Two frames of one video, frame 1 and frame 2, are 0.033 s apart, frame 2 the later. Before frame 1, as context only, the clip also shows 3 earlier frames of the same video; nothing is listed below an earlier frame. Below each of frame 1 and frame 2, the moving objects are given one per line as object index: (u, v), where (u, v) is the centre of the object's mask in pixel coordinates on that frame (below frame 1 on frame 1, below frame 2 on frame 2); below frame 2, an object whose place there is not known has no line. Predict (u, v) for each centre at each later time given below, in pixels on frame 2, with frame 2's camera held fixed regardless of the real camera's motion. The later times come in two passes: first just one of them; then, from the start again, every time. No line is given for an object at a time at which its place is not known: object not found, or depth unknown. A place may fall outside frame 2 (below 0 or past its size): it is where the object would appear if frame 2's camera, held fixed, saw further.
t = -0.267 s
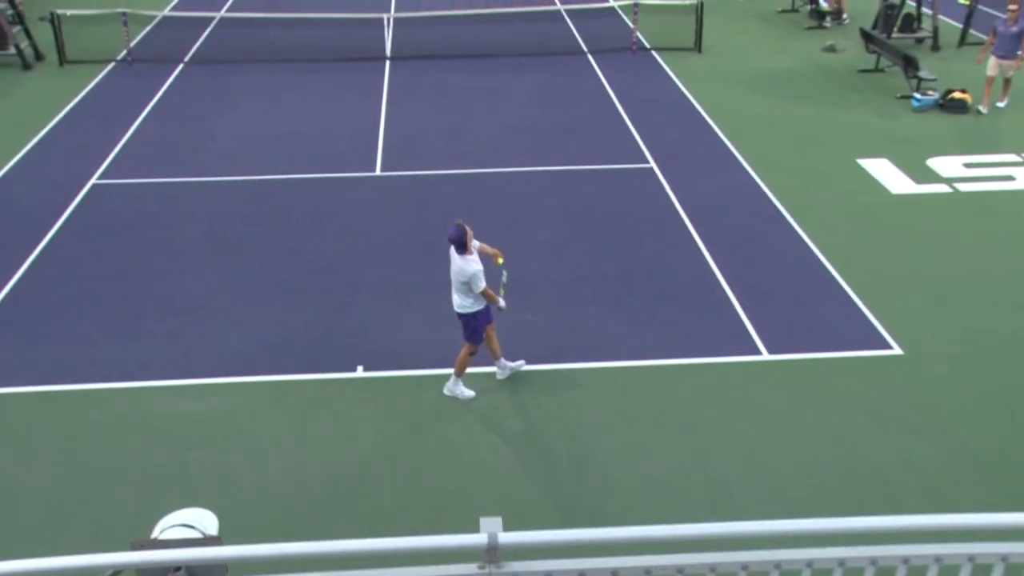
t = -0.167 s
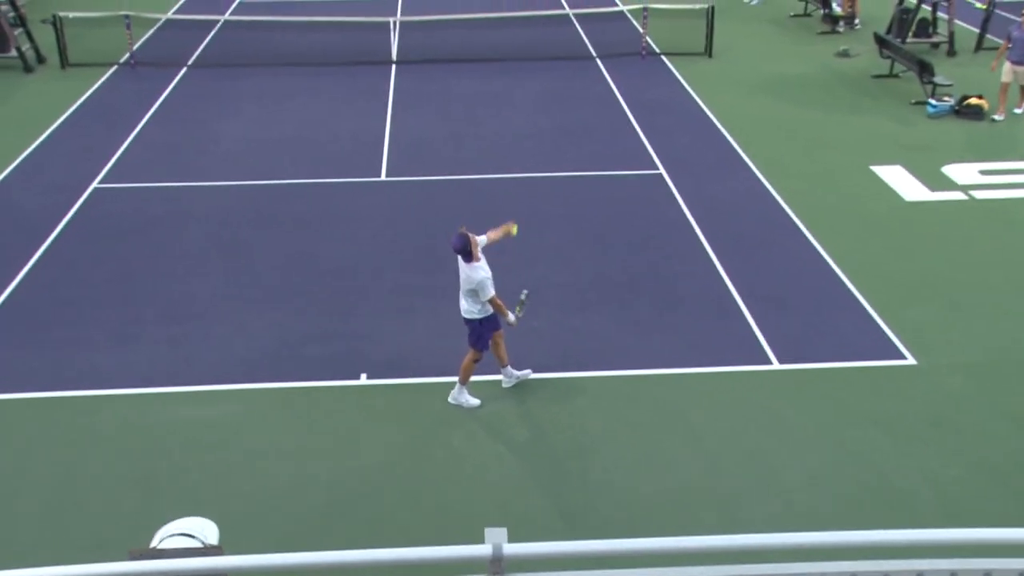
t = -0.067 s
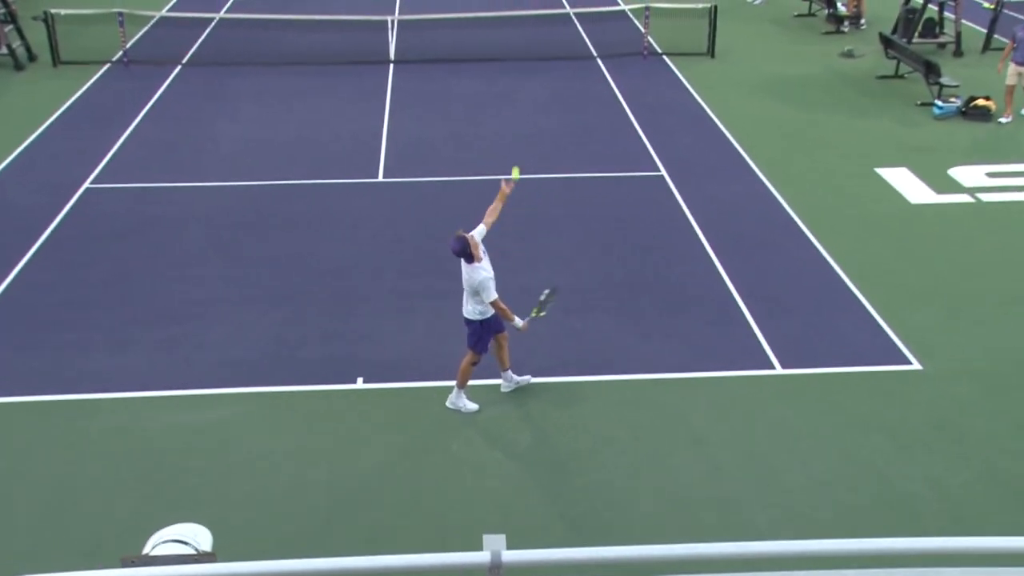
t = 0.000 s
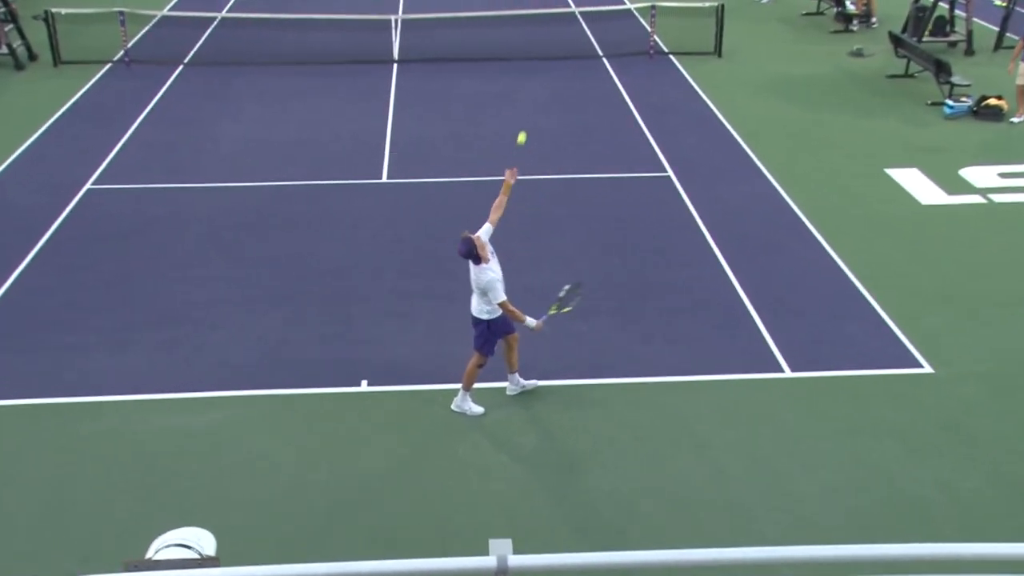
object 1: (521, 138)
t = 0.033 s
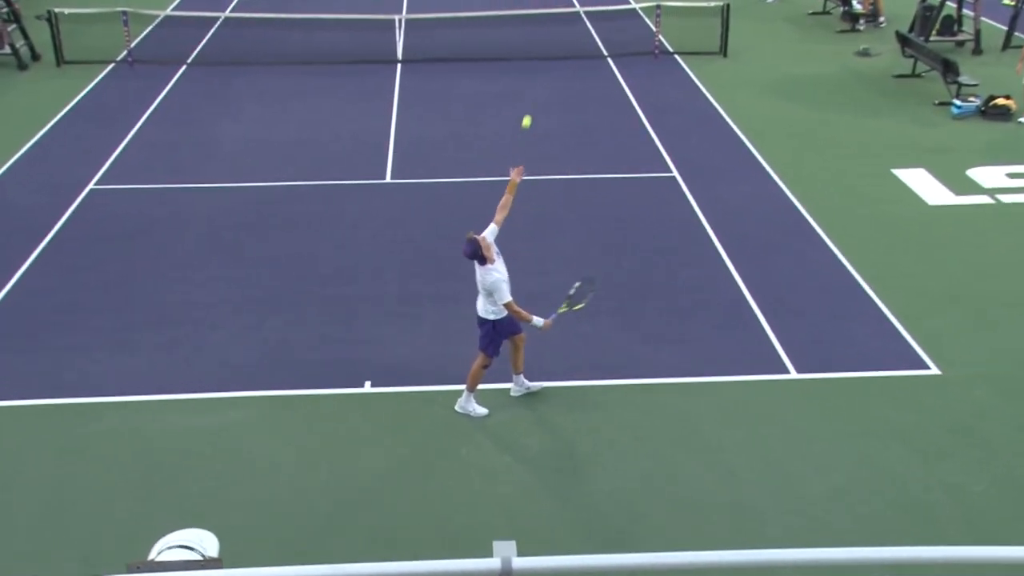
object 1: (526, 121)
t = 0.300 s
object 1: (531, 24)
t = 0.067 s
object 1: (526, 105)
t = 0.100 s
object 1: (526, 90)
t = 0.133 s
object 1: (526, 76)
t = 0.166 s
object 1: (527, 64)
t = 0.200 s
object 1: (528, 53)
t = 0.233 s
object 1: (529, 42)
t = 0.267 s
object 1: (530, 32)
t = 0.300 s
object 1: (531, 24)
